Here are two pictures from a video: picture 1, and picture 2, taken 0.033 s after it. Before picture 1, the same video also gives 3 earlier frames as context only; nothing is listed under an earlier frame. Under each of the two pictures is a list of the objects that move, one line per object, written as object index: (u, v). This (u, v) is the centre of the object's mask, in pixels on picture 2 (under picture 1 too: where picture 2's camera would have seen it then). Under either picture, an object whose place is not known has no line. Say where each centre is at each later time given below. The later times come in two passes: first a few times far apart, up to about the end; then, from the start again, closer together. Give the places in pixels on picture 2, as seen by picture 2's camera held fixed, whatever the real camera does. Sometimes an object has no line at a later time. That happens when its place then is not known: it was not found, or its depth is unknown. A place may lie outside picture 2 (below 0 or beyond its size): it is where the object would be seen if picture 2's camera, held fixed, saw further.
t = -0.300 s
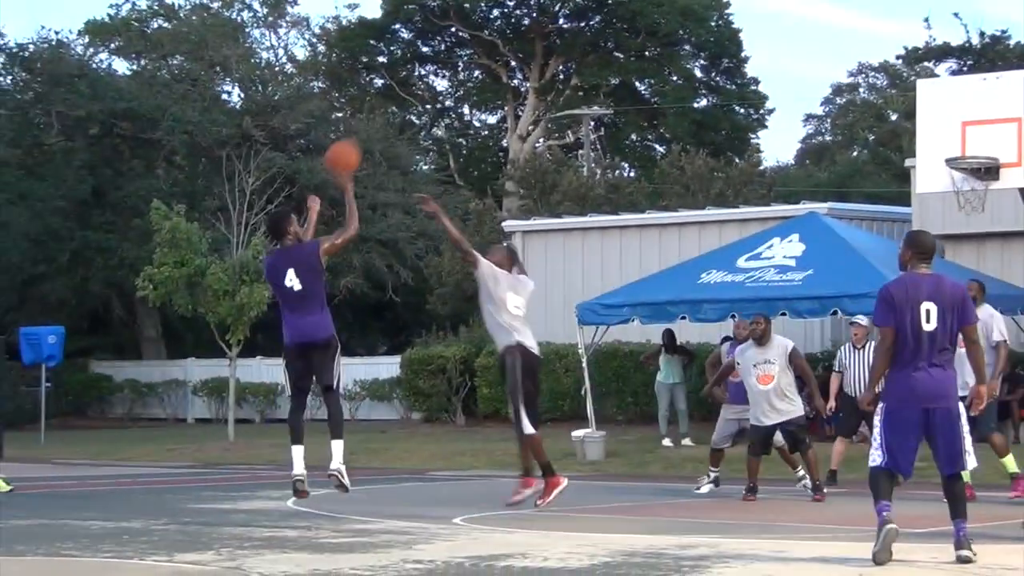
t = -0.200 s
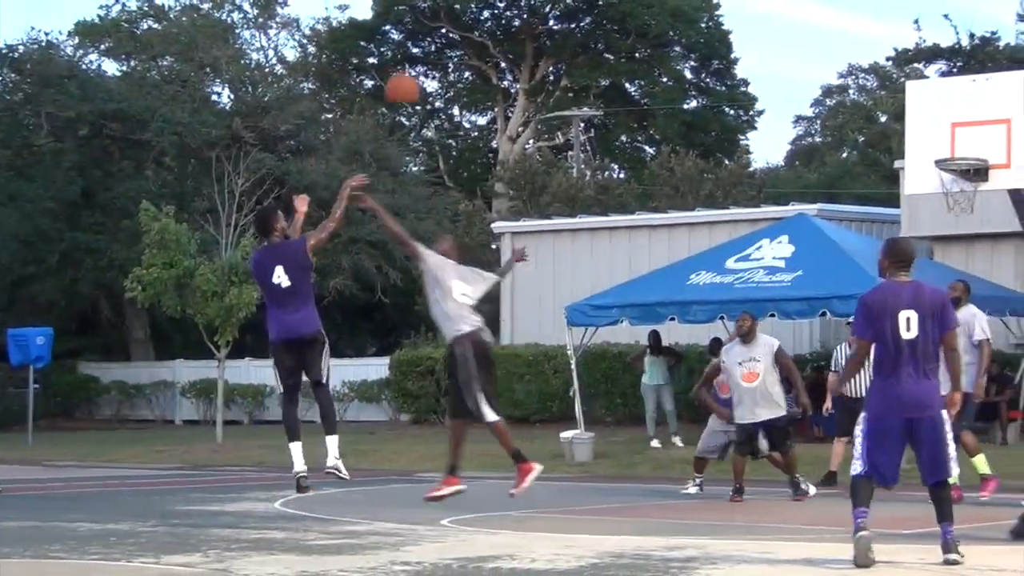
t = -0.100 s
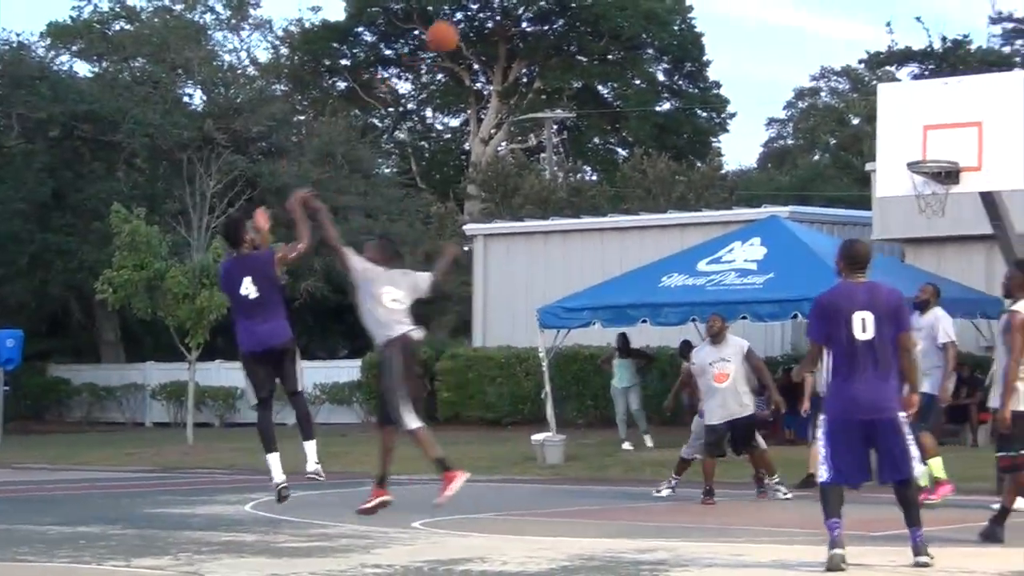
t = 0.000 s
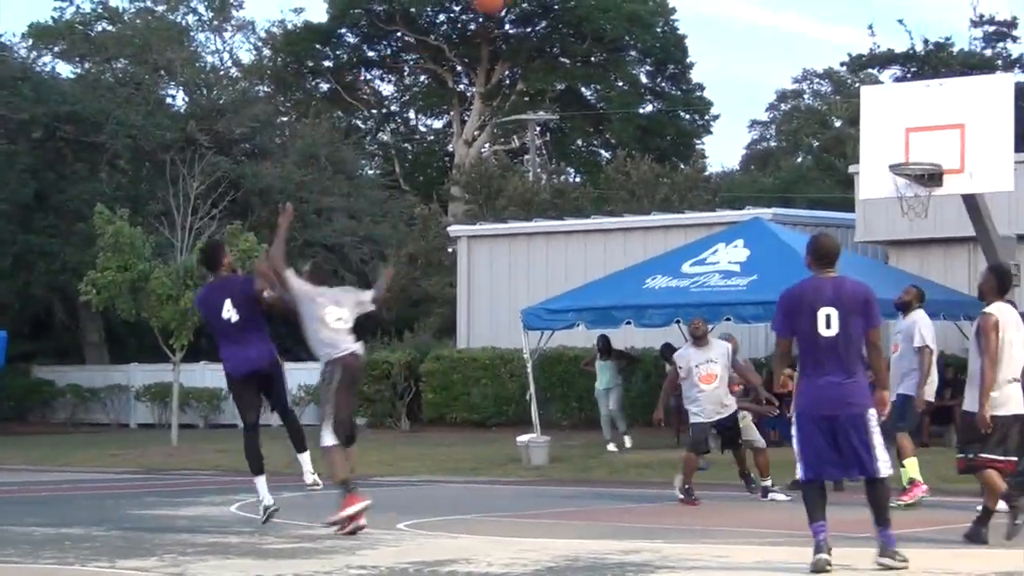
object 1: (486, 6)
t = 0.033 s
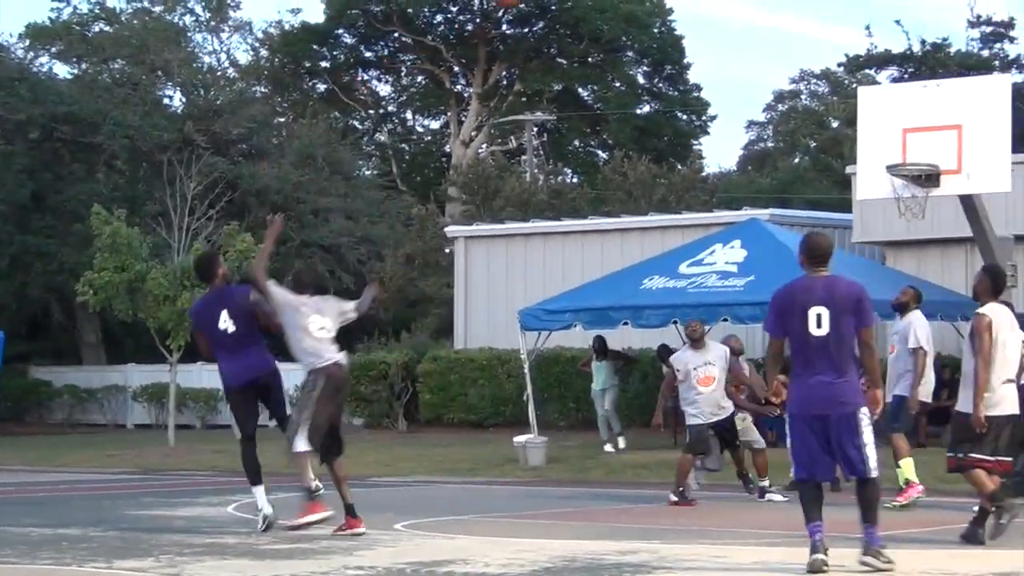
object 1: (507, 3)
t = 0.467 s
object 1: (738, 0)
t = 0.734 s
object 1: (855, 100)
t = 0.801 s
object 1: (885, 138)
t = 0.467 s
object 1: (738, 0)
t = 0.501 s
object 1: (754, 6)
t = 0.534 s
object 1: (770, 17)
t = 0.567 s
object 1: (785, 28)
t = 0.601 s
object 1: (800, 41)
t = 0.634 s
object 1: (814, 54)
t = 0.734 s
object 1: (855, 100)
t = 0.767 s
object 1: (871, 119)
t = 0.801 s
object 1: (885, 138)
